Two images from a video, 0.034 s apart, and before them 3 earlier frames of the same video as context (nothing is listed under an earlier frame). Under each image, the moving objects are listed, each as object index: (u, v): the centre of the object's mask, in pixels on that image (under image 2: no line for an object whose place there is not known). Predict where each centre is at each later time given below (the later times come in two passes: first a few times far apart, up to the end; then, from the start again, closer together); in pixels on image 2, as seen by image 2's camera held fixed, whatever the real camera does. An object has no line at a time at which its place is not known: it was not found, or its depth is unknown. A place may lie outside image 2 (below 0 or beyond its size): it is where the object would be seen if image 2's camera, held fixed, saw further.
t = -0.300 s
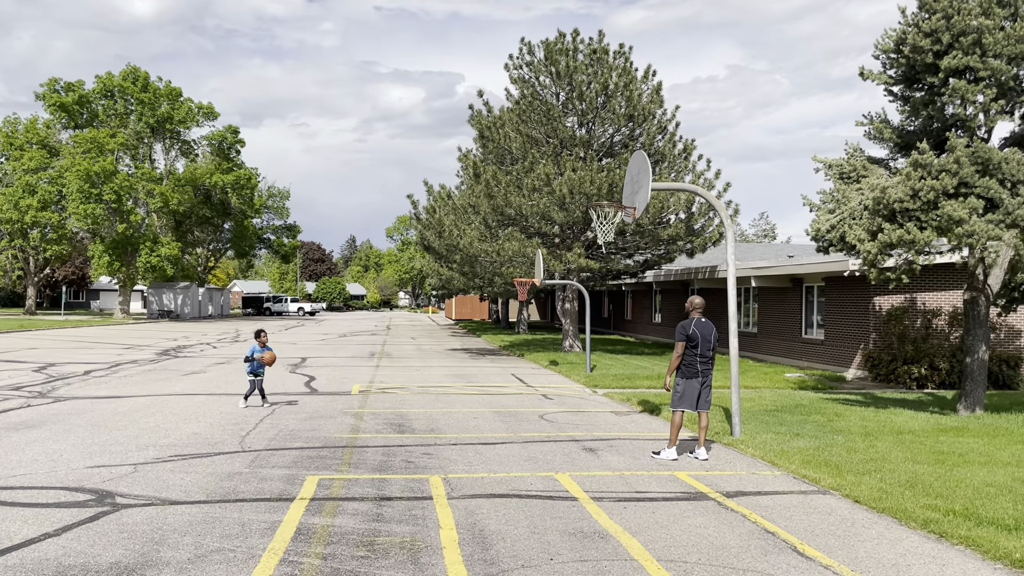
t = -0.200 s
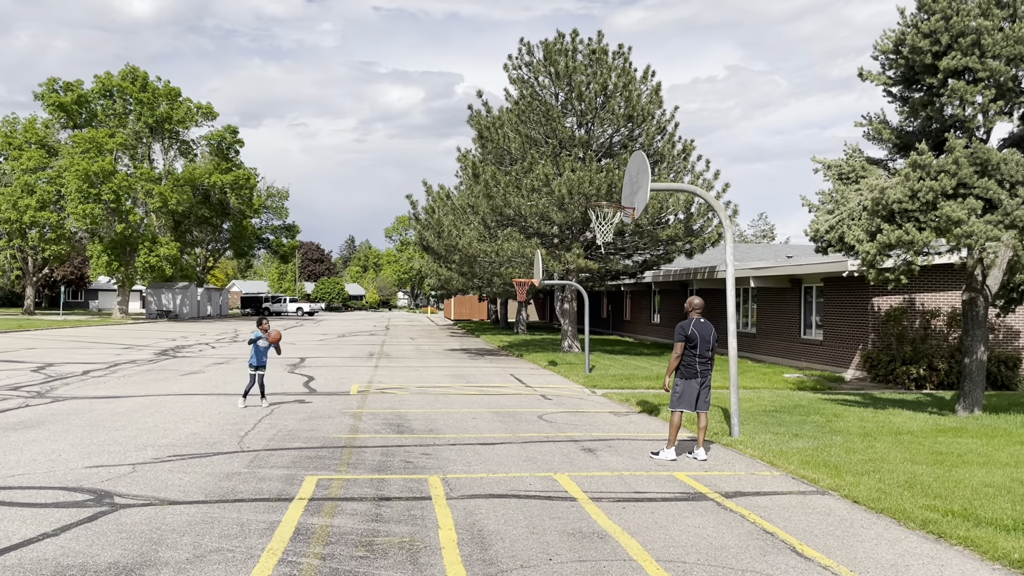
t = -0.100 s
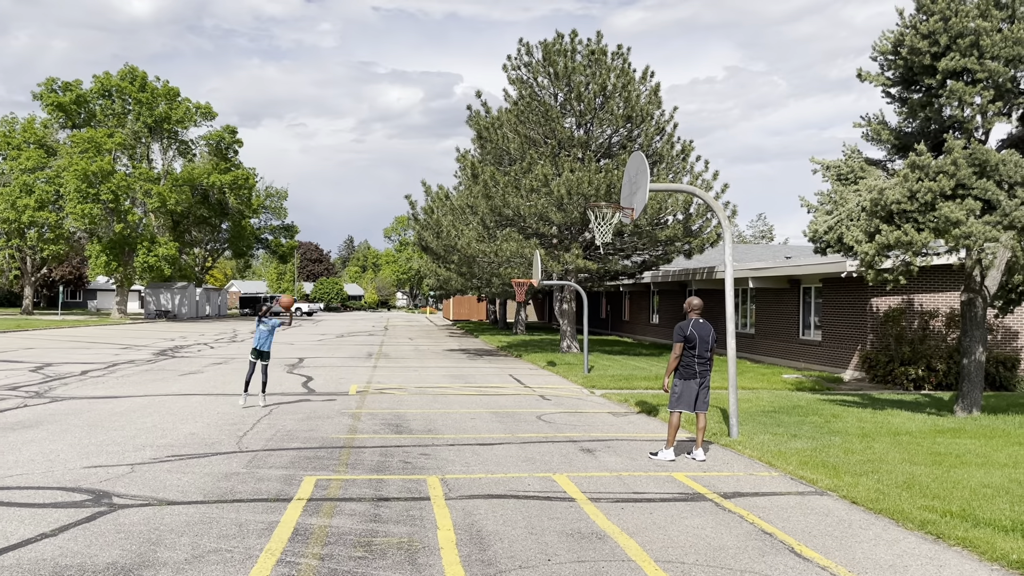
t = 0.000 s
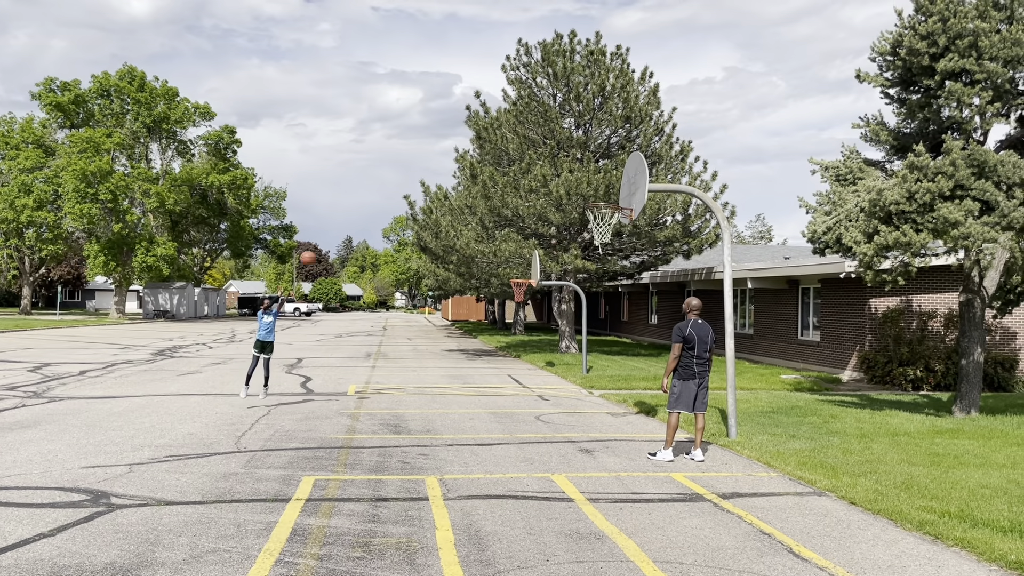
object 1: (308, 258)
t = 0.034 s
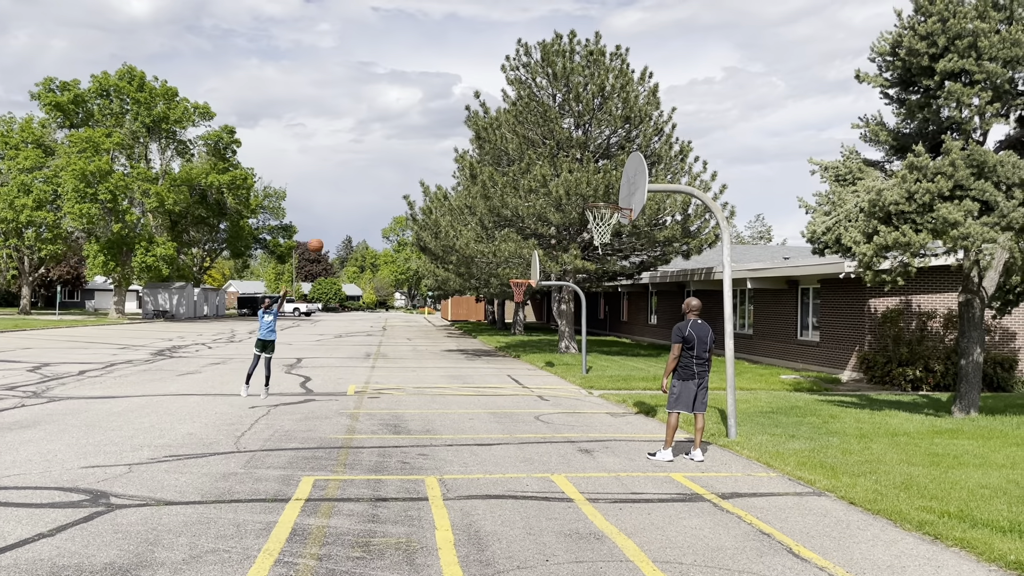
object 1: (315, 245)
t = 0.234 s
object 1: (363, 177)
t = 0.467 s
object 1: (421, 127)
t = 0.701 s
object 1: (483, 111)
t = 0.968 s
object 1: (557, 140)
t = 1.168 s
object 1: (615, 198)
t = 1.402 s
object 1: (584, 139)
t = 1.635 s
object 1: (547, 112)
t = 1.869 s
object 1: (512, 126)
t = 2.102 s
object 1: (478, 178)
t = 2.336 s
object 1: (444, 266)
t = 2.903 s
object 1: (393, 304)
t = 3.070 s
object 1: (387, 264)
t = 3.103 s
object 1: (385, 259)
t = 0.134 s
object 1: (339, 208)
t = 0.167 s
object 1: (347, 197)
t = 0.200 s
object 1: (355, 187)
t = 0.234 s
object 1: (363, 177)
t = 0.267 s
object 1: (371, 168)
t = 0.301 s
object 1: (380, 160)
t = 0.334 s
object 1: (388, 152)
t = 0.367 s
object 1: (396, 144)
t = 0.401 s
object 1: (405, 138)
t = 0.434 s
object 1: (413, 132)
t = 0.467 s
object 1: (421, 127)
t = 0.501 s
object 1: (430, 123)
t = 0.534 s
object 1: (439, 119)
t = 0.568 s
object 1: (447, 116)
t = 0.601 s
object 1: (456, 114)
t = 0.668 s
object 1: (474, 112)
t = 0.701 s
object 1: (483, 111)
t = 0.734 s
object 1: (492, 112)
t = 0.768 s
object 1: (501, 113)
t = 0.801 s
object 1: (510, 116)
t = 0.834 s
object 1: (520, 119)
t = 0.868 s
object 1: (529, 123)
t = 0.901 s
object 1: (539, 128)
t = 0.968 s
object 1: (557, 140)
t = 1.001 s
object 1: (567, 148)
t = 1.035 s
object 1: (576, 156)
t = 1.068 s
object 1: (586, 165)
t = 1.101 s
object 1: (596, 175)
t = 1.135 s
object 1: (606, 186)
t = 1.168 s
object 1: (615, 198)
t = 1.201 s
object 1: (615, 194)
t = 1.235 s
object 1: (610, 183)
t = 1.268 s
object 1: (605, 172)
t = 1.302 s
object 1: (599, 163)
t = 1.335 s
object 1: (594, 153)
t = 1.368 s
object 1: (589, 145)
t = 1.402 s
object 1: (584, 139)
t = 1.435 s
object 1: (578, 133)
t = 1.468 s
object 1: (573, 127)
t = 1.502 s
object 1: (568, 122)
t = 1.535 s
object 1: (563, 118)
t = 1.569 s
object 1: (558, 115)
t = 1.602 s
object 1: (552, 114)
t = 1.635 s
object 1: (547, 112)
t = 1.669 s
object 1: (542, 112)
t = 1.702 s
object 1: (537, 112)
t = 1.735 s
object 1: (532, 114)
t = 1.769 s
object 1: (527, 116)
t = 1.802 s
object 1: (522, 119)
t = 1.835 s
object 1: (517, 122)
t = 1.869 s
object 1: (512, 126)
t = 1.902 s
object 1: (507, 132)
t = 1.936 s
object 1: (502, 138)
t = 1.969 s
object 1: (498, 144)
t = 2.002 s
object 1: (492, 151)
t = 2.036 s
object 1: (488, 160)
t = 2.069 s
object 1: (483, 169)
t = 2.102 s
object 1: (478, 178)
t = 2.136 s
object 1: (473, 189)
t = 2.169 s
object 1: (468, 200)
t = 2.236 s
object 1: (458, 224)
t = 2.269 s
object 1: (453, 238)
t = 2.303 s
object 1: (449, 252)
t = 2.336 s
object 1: (444, 266)
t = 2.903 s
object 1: (393, 304)
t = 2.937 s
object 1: (392, 295)
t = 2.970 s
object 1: (391, 286)
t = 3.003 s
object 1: (389, 279)
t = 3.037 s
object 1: (388, 271)
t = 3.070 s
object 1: (387, 264)
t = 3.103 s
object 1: (385, 259)
